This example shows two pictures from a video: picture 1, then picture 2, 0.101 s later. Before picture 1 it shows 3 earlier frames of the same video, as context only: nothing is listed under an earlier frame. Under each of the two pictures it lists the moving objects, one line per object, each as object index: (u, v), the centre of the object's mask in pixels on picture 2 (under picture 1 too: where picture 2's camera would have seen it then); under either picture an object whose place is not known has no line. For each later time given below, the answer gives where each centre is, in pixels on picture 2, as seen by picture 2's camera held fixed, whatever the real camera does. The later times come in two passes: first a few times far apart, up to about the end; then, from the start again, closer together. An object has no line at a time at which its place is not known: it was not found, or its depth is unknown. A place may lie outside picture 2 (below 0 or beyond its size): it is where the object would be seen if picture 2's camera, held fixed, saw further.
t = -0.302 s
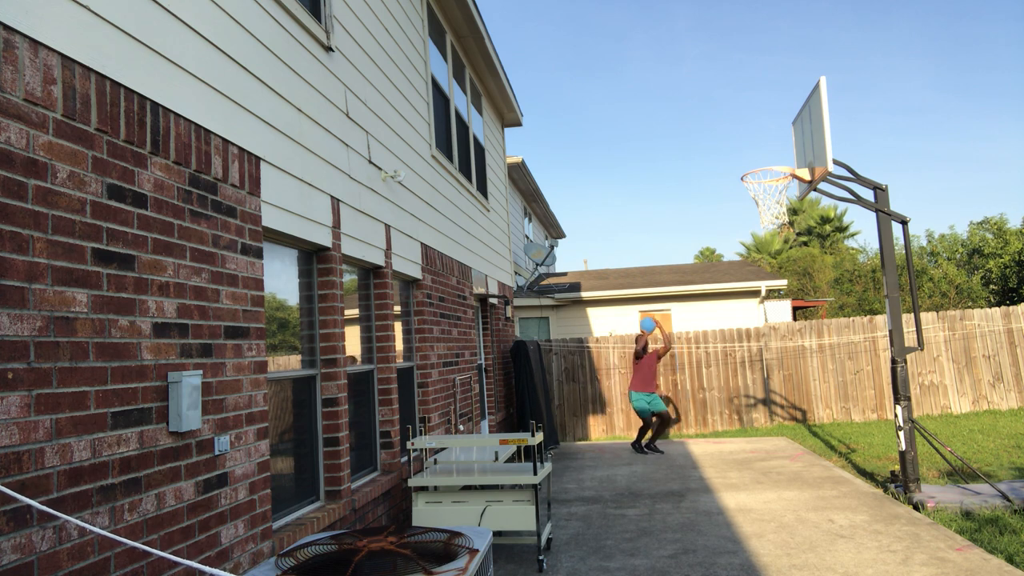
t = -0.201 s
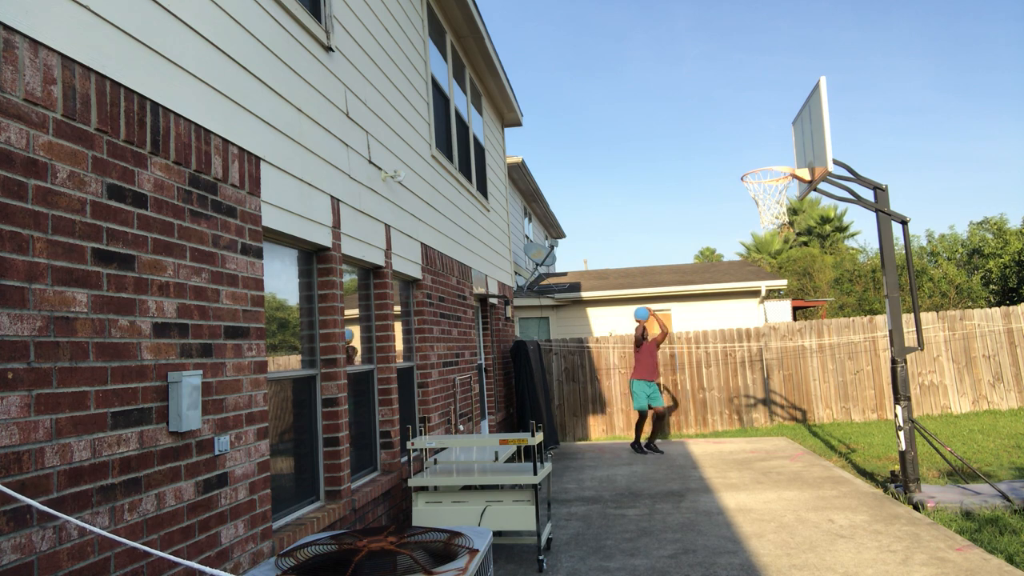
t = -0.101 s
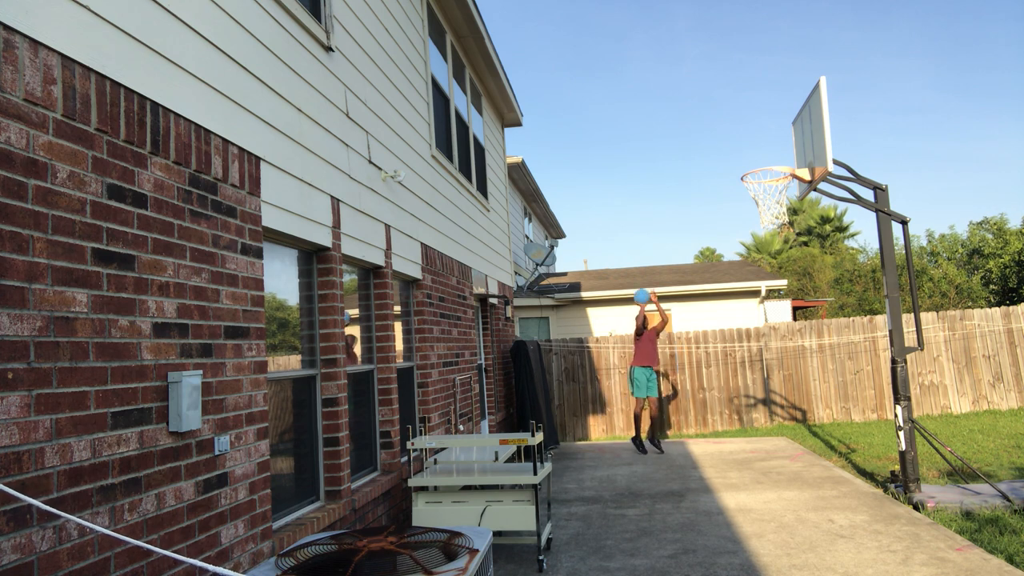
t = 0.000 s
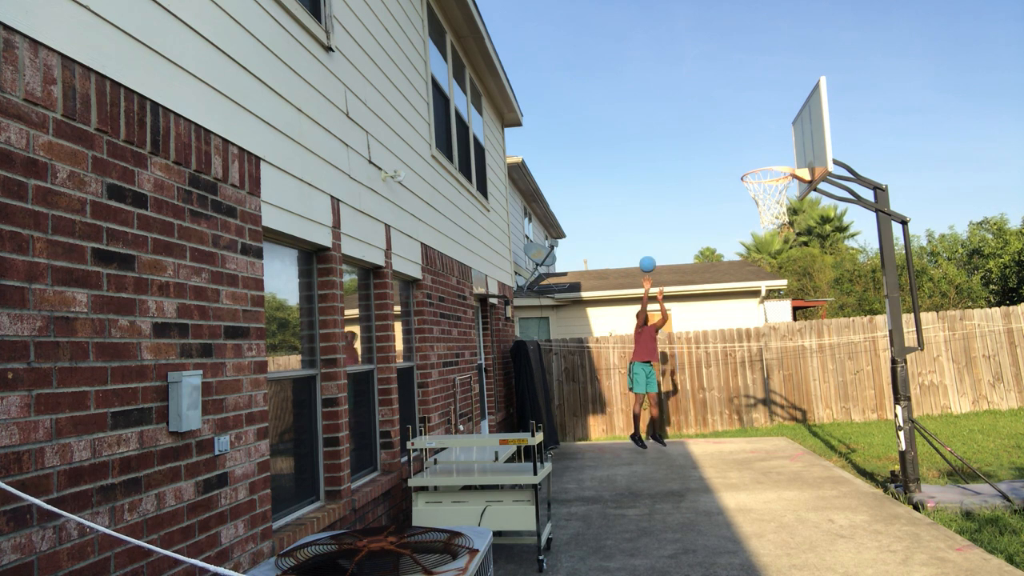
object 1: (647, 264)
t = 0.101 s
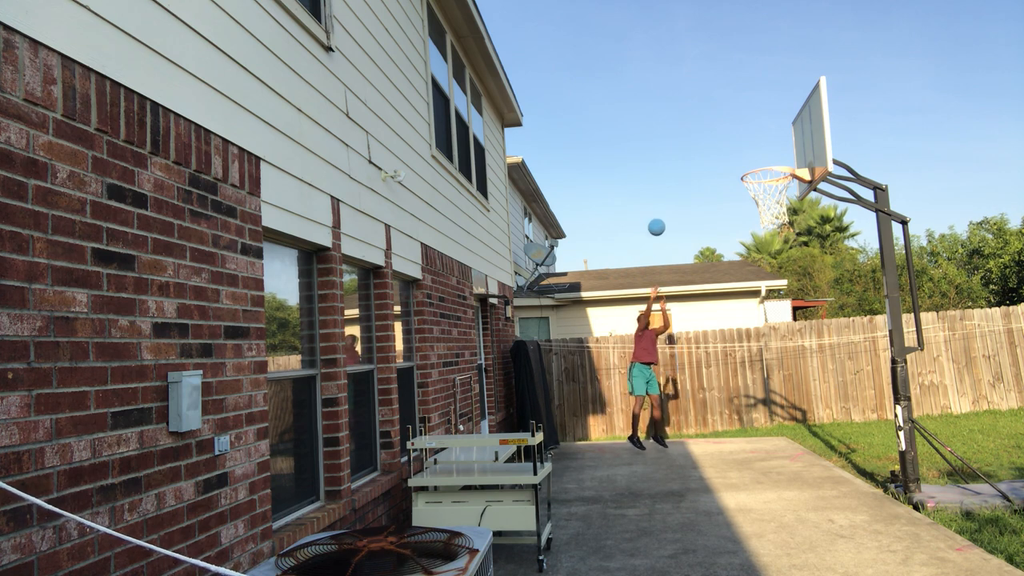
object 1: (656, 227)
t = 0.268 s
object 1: (674, 178)
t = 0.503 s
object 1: (706, 139)
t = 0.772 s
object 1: (755, 151)
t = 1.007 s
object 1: (762, 230)
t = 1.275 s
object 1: (749, 361)
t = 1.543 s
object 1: (733, 426)
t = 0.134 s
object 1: (659, 216)
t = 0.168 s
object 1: (663, 205)
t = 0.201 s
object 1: (666, 195)
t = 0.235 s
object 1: (670, 186)
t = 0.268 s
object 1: (674, 178)
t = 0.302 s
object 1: (678, 170)
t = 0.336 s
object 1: (682, 163)
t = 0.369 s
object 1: (686, 156)
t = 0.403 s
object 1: (691, 151)
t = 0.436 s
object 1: (696, 146)
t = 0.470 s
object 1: (701, 142)
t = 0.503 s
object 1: (706, 139)
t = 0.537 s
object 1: (711, 137)
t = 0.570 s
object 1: (717, 135)
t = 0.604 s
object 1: (722, 135)
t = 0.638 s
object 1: (728, 136)
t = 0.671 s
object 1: (734, 138)
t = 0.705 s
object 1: (741, 141)
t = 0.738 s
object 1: (748, 146)
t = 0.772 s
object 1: (755, 151)
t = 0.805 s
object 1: (763, 158)
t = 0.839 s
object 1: (770, 166)
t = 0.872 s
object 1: (775, 179)
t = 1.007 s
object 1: (762, 230)
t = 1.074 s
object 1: (758, 257)
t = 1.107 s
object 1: (756, 272)
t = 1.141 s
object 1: (755, 288)
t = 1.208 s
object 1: (752, 323)
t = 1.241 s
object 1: (750, 342)
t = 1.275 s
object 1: (749, 361)
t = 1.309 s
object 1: (748, 382)
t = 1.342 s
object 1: (747, 403)
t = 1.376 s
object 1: (746, 425)
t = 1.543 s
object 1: (733, 426)
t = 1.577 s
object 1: (729, 407)
